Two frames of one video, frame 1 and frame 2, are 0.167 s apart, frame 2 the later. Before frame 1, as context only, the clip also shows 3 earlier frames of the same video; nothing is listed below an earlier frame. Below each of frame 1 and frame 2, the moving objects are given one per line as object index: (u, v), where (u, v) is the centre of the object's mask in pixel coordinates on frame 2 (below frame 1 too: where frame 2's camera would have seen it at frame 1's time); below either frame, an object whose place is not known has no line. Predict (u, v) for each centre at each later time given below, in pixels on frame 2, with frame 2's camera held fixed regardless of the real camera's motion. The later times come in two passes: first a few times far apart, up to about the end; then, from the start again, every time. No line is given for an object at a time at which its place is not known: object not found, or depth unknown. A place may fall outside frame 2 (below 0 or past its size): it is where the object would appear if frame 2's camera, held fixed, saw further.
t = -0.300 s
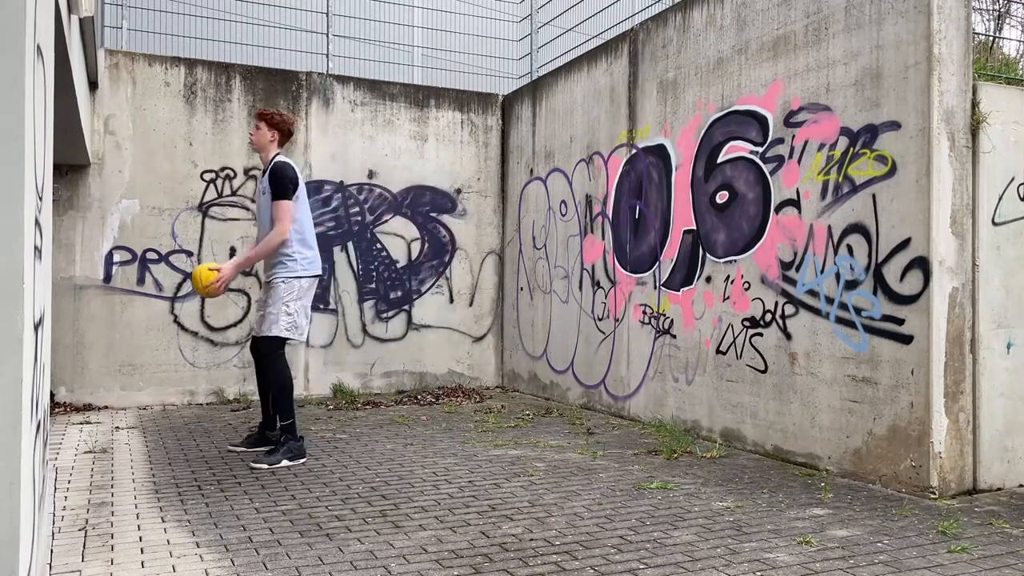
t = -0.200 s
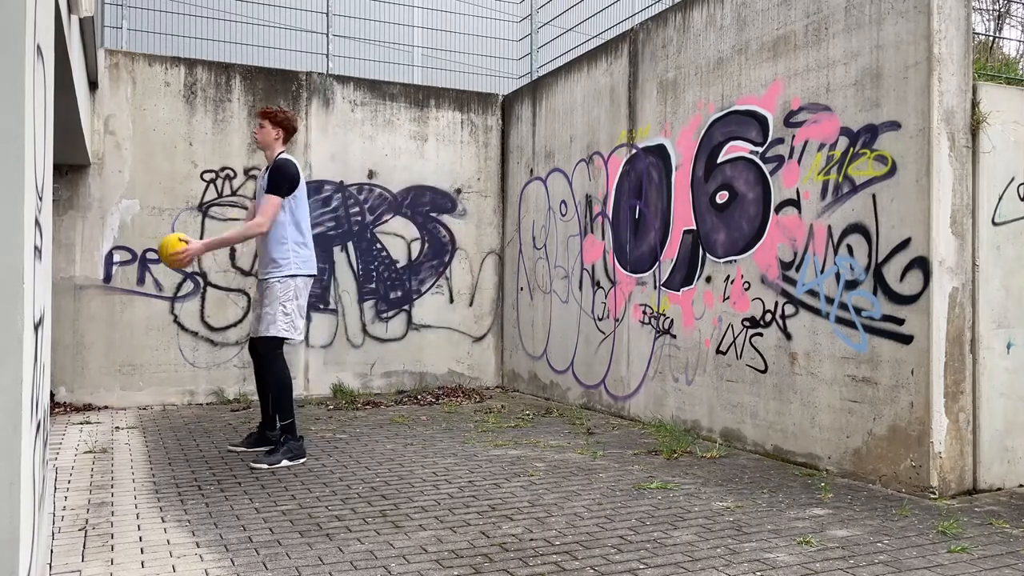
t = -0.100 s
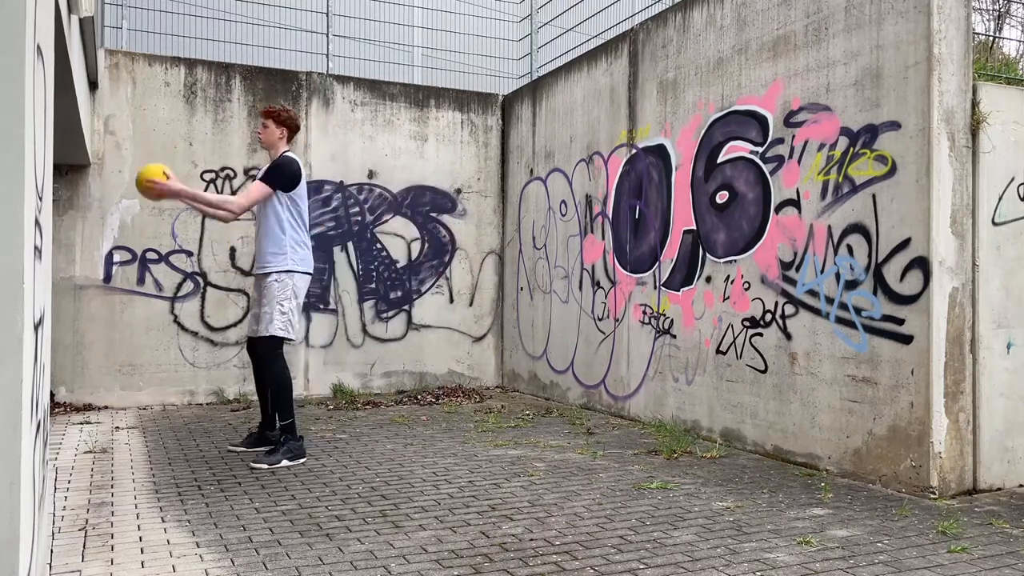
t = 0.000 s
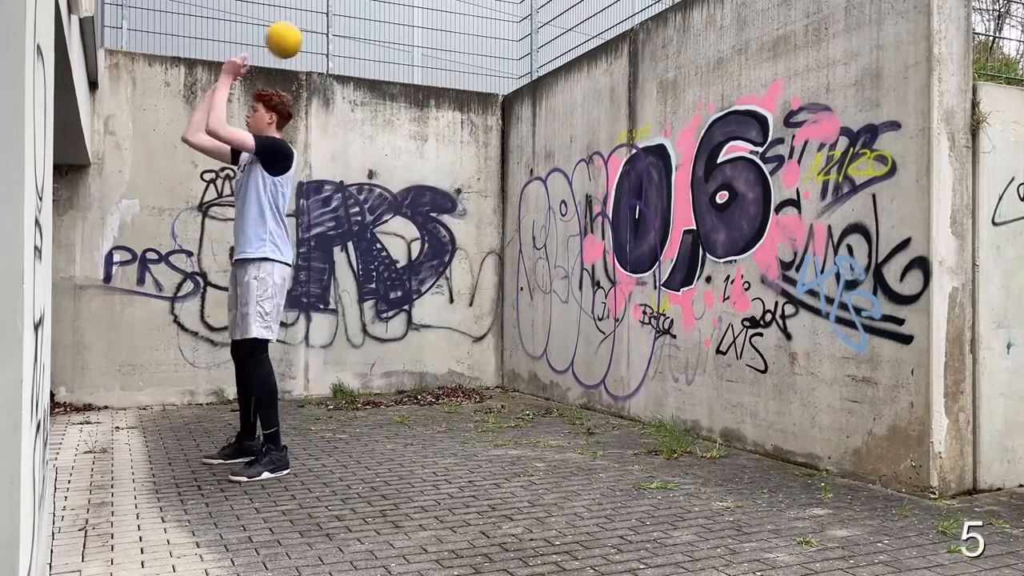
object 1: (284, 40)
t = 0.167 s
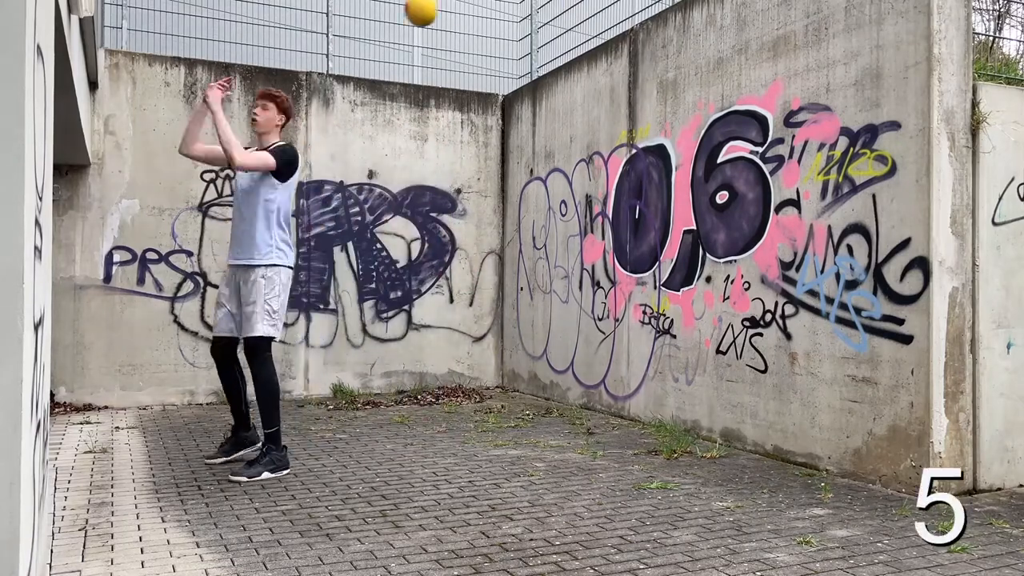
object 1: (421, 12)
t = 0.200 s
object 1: (445, 11)
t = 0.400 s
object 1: (577, 35)
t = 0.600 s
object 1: (600, 85)
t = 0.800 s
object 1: (499, 158)
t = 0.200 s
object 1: (445, 11)
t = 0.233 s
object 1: (470, 12)
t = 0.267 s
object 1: (492, 13)
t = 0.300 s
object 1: (514, 15)
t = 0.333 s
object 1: (536, 21)
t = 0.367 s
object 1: (557, 27)
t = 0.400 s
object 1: (577, 35)
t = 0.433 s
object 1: (597, 44)
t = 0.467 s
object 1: (615, 54)
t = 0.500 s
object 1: (633, 66)
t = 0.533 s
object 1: (633, 73)
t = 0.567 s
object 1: (617, 78)
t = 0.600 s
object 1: (600, 85)
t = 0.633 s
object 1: (584, 93)
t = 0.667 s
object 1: (567, 103)
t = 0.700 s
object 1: (551, 114)
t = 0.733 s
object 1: (534, 127)
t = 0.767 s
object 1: (516, 142)
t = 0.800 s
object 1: (499, 158)
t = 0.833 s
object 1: (481, 176)
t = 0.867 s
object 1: (463, 195)
